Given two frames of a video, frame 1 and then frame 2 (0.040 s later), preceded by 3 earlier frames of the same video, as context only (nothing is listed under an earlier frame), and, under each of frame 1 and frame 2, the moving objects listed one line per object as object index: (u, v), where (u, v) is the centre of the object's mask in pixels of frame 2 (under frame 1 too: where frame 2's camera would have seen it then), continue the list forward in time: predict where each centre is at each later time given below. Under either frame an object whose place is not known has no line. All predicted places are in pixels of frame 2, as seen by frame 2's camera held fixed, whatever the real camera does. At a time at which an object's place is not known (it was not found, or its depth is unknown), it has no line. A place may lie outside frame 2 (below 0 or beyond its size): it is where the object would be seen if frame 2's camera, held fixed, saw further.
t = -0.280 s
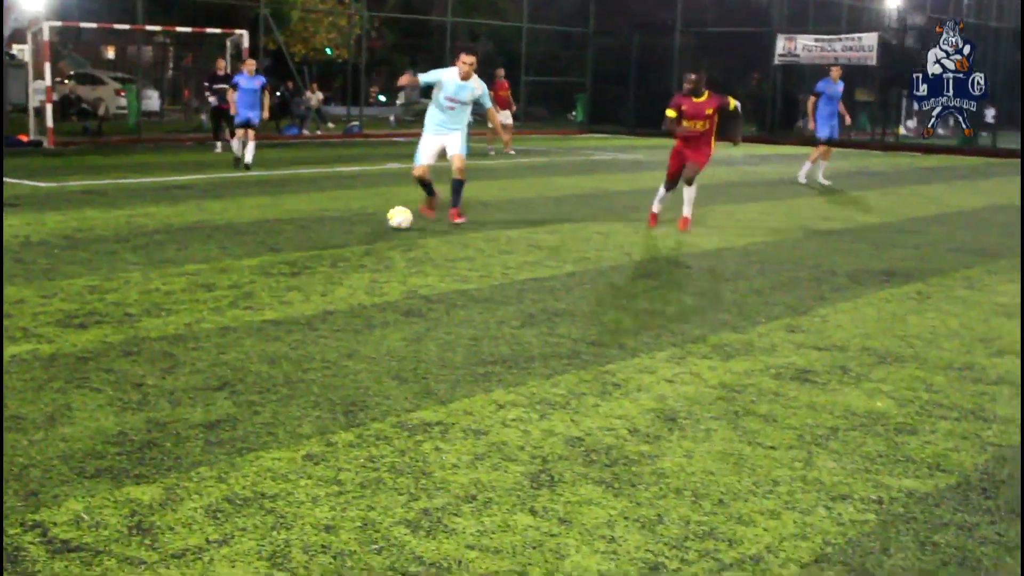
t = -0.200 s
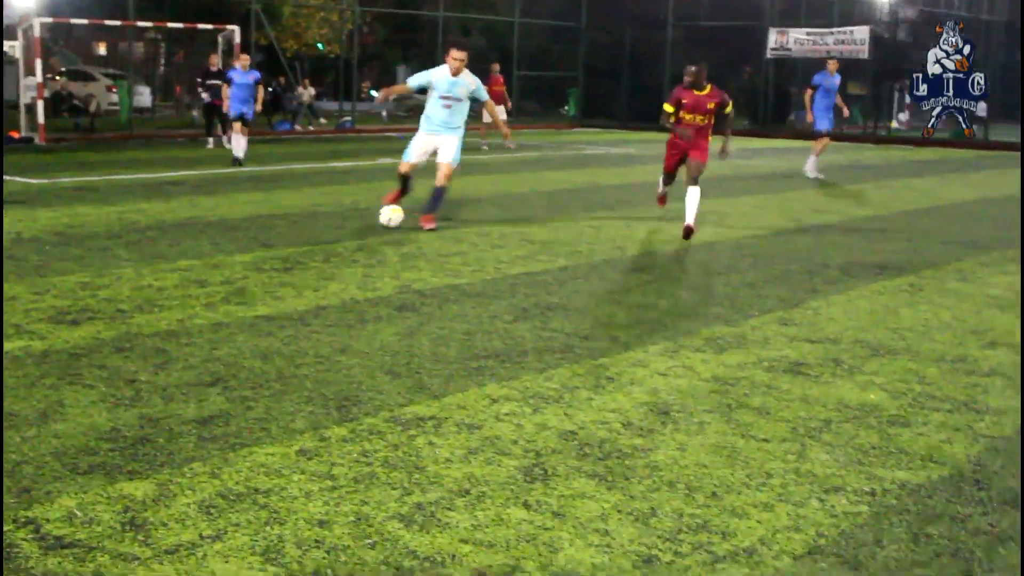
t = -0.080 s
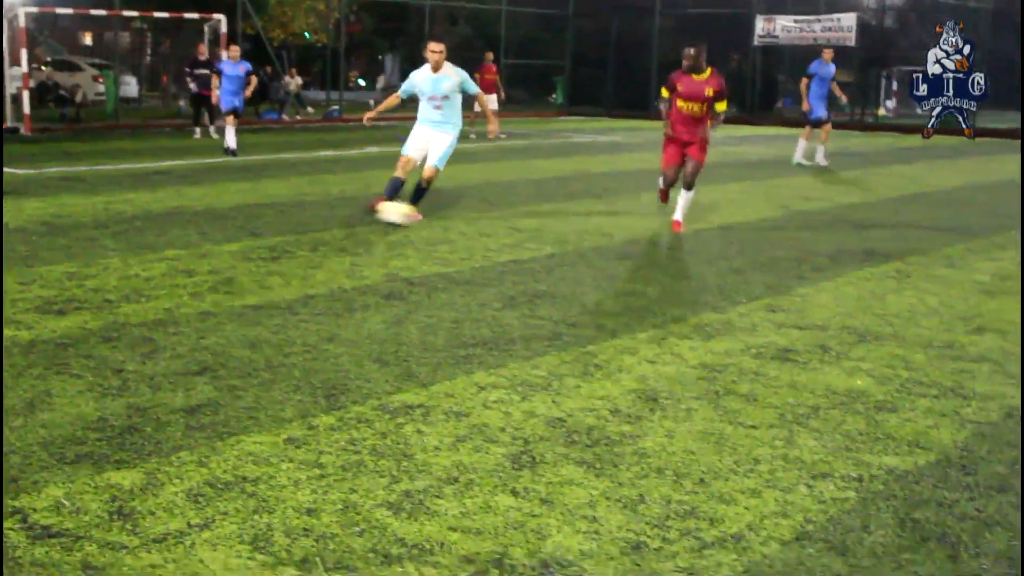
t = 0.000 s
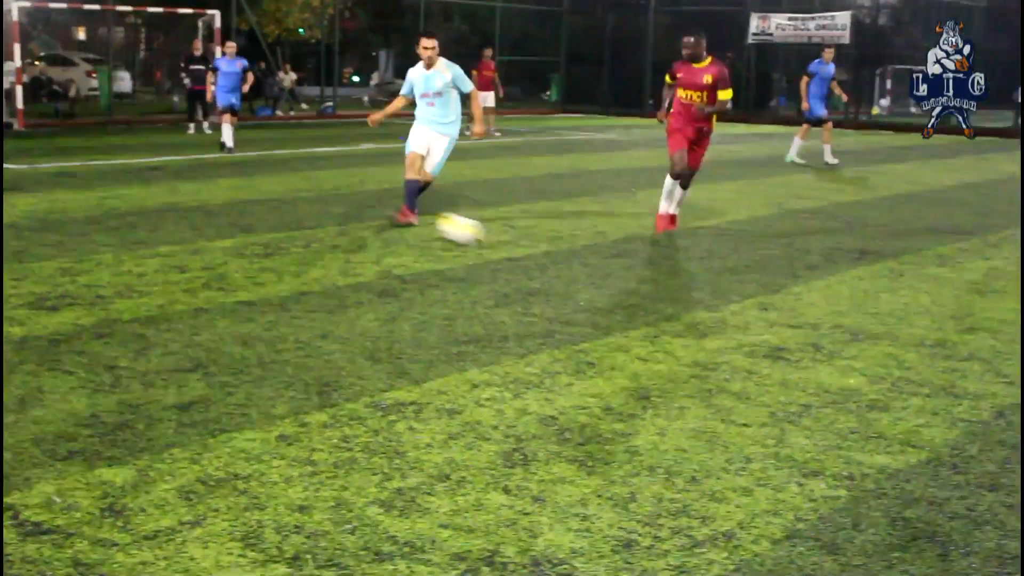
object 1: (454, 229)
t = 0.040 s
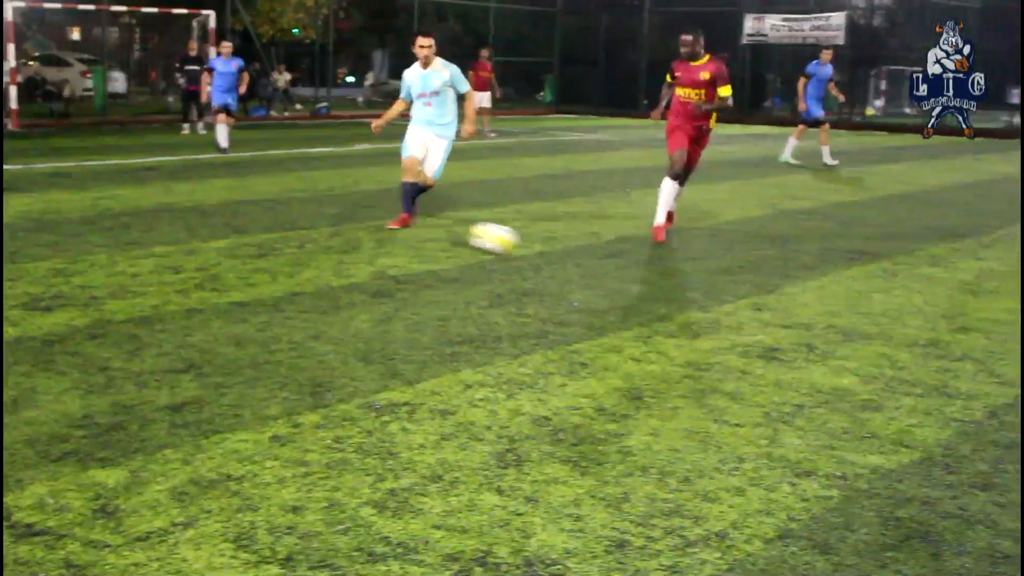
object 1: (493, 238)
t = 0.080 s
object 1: (537, 247)
